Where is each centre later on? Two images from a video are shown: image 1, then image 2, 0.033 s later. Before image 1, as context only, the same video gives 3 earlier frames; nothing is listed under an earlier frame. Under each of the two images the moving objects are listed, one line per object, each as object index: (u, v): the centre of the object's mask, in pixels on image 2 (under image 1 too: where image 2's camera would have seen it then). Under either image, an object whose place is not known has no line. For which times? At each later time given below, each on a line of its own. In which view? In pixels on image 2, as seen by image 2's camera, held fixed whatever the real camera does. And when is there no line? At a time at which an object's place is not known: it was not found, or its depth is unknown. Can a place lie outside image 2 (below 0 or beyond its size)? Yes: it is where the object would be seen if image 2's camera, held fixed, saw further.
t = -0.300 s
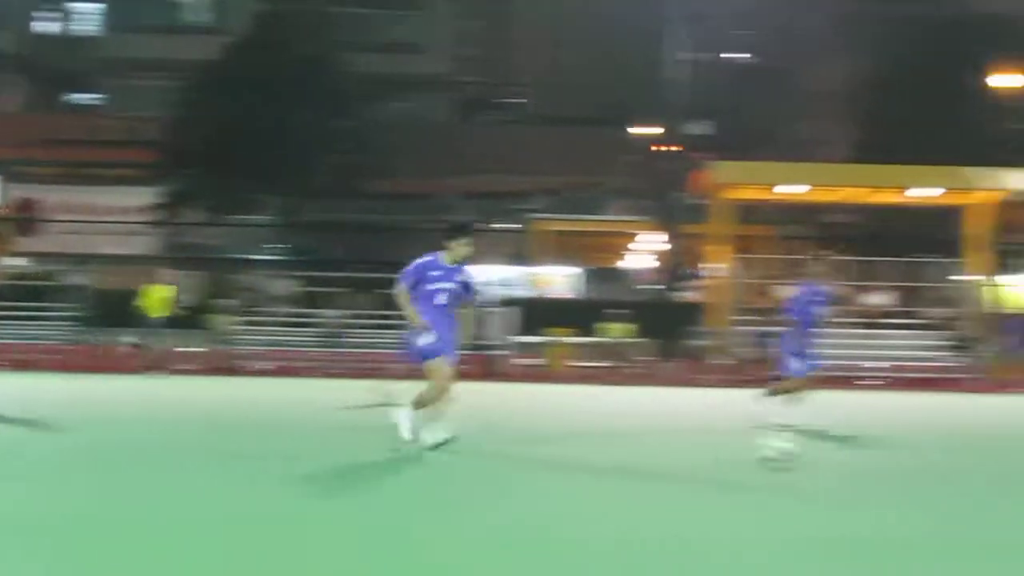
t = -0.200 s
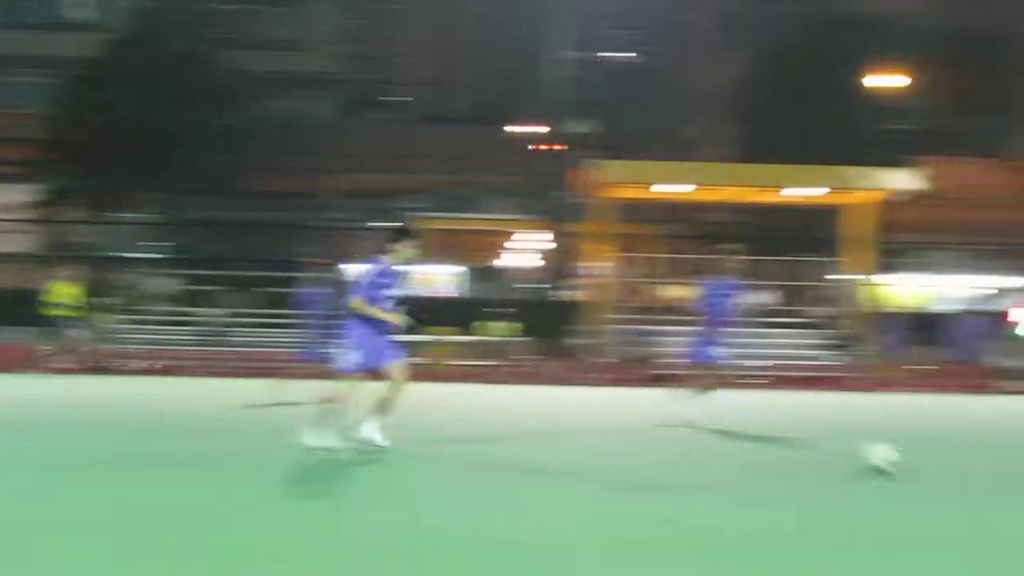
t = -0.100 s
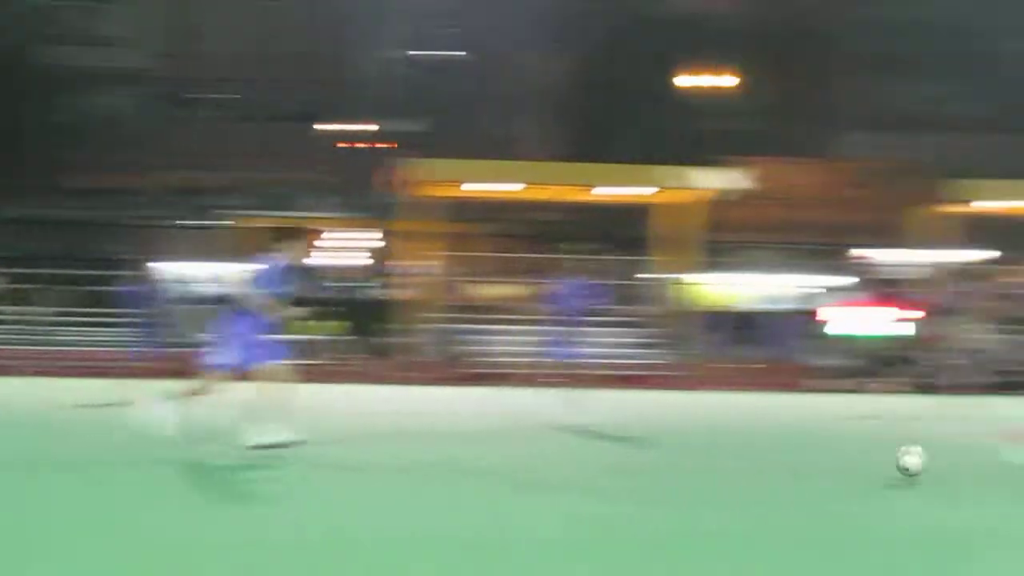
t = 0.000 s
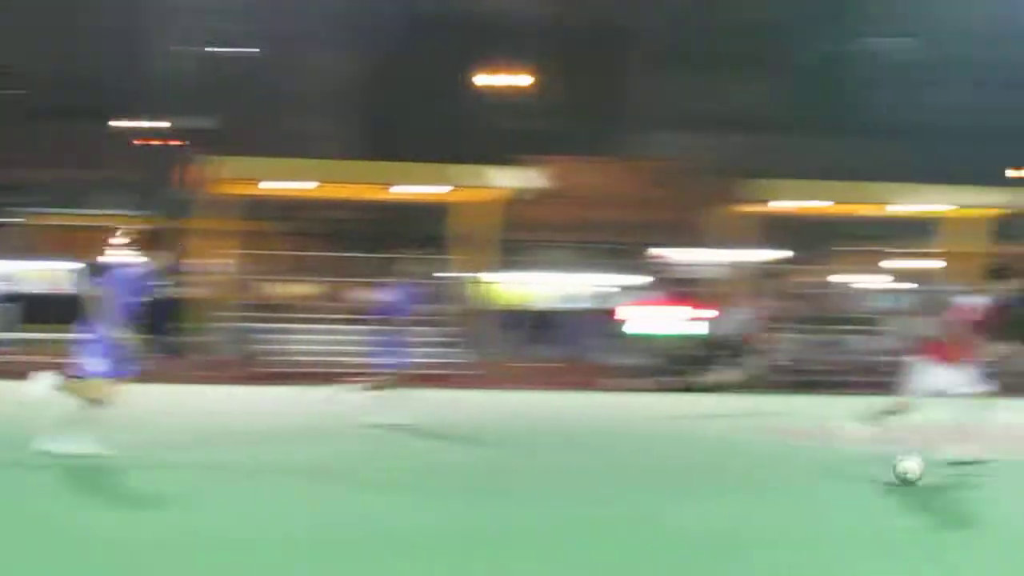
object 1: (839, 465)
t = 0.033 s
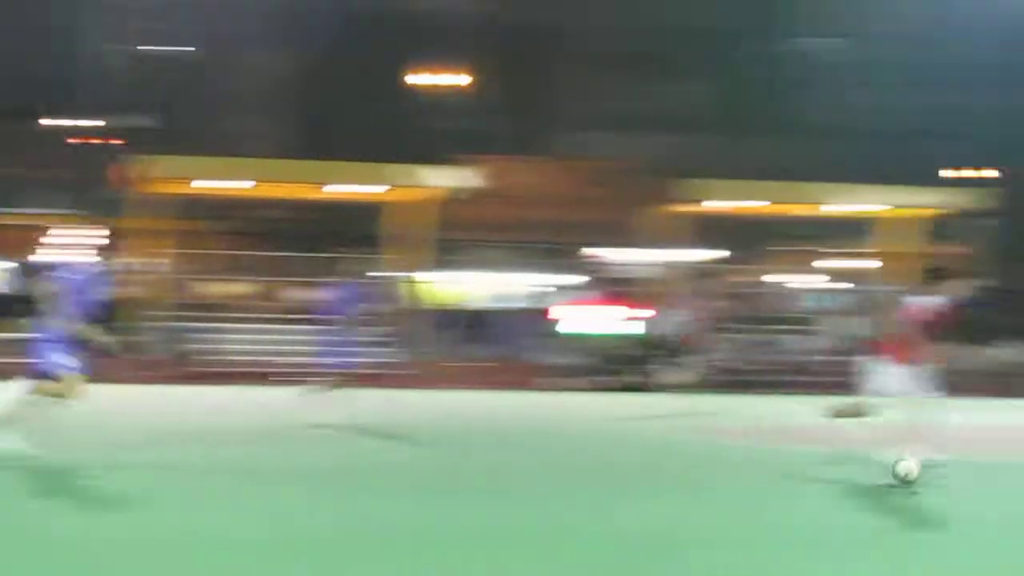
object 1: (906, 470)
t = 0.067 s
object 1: (974, 476)
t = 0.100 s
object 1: (1043, 483)
